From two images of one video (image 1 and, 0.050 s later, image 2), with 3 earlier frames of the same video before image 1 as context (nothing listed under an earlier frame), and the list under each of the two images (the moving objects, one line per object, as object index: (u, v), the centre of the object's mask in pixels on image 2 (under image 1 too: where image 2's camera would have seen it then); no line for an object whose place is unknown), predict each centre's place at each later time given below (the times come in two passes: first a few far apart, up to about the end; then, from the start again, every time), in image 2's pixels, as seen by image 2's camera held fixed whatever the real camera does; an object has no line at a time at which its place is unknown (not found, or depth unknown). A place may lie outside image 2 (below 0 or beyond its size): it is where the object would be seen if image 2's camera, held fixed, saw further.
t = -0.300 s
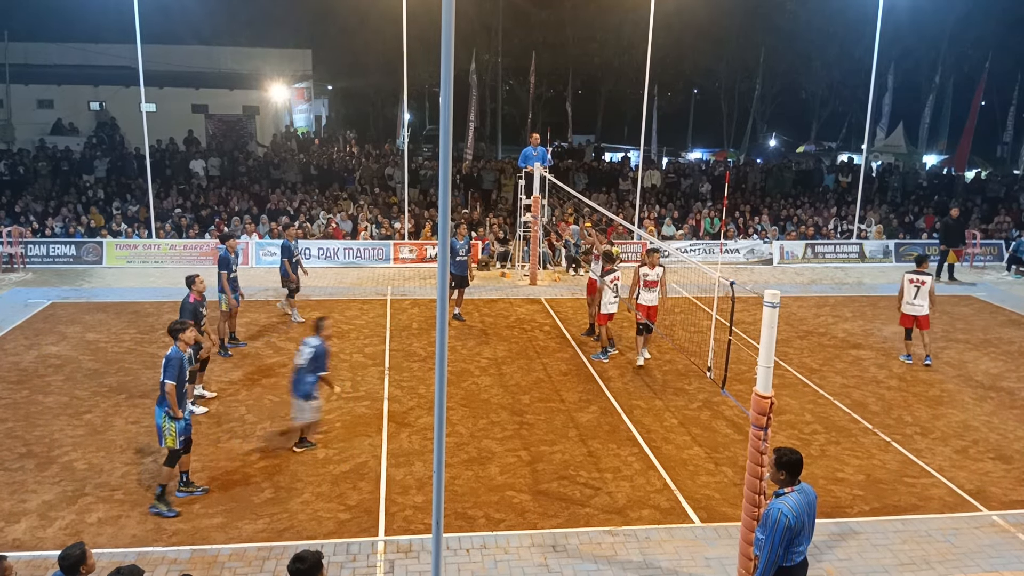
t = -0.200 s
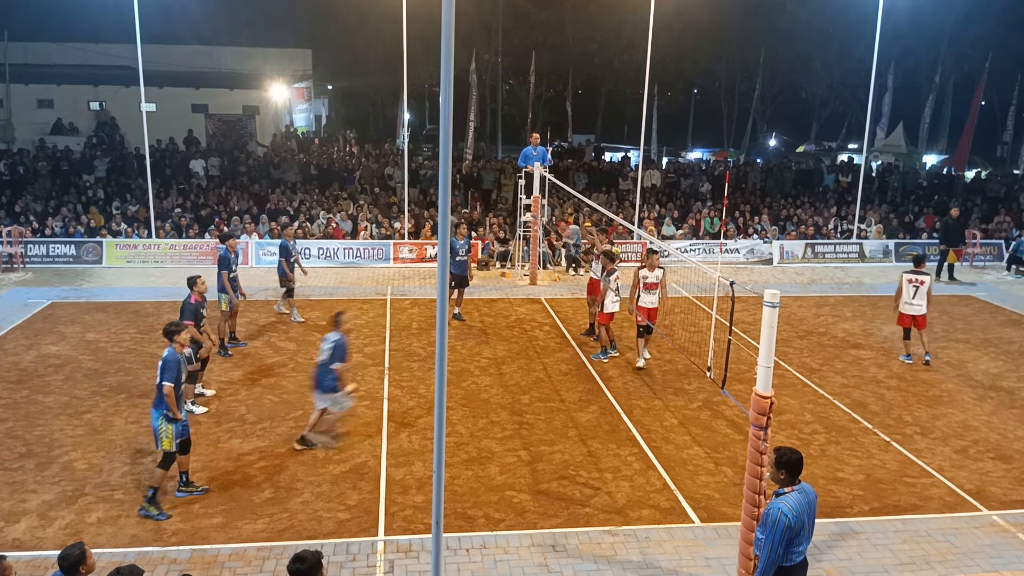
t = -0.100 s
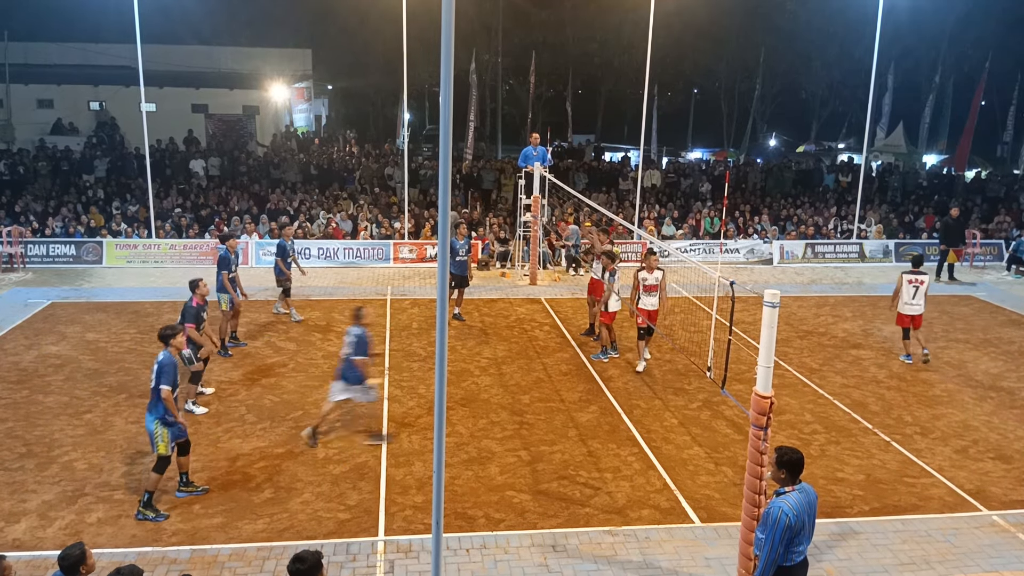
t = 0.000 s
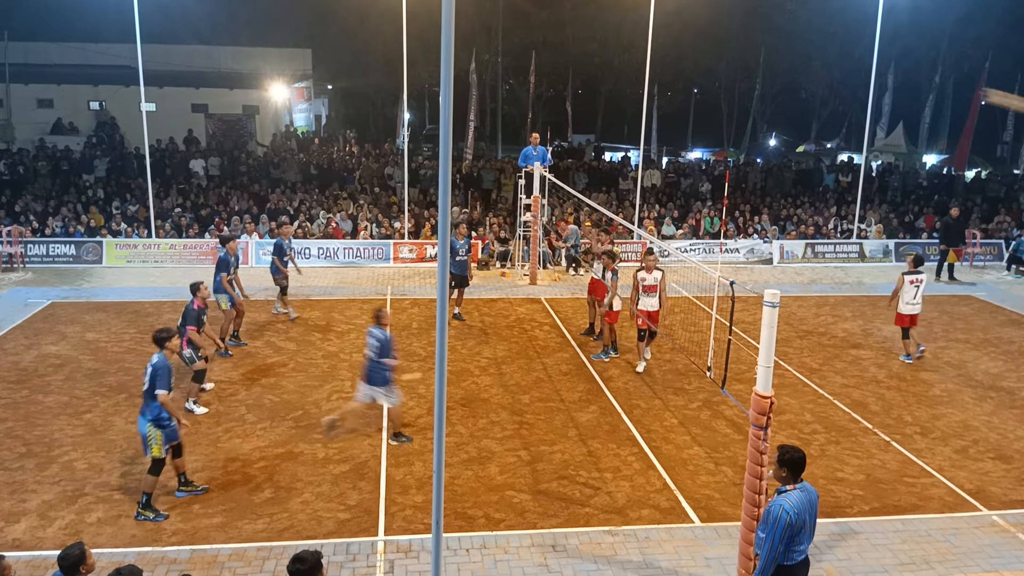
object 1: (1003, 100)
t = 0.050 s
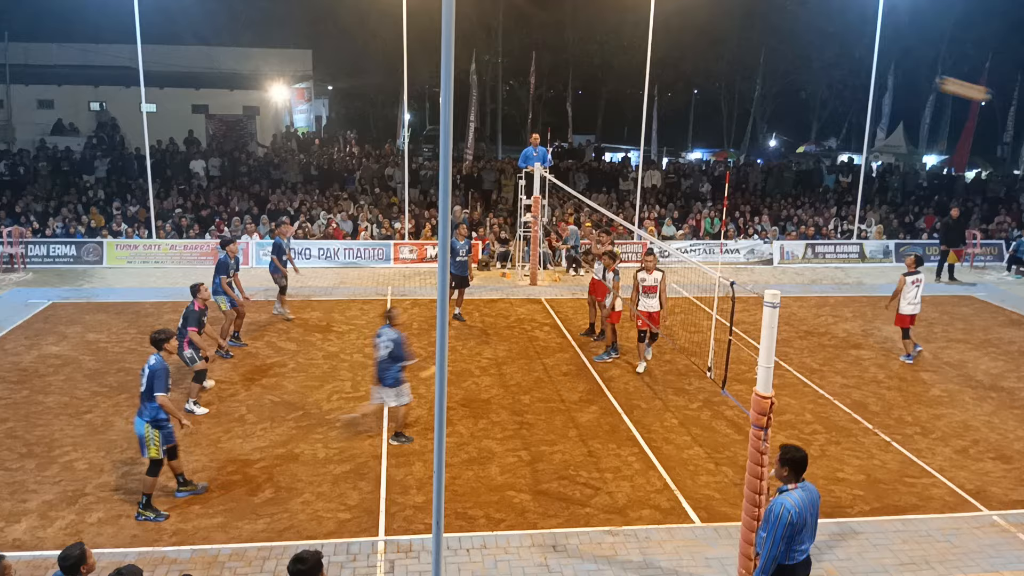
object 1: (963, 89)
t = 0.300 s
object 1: (746, 59)
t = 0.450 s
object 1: (620, 66)
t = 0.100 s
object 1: (921, 79)
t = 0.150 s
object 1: (877, 71)
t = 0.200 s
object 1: (833, 65)
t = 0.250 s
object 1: (789, 61)
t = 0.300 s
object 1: (746, 59)
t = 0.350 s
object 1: (703, 59)
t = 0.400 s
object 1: (661, 61)
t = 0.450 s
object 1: (620, 66)
